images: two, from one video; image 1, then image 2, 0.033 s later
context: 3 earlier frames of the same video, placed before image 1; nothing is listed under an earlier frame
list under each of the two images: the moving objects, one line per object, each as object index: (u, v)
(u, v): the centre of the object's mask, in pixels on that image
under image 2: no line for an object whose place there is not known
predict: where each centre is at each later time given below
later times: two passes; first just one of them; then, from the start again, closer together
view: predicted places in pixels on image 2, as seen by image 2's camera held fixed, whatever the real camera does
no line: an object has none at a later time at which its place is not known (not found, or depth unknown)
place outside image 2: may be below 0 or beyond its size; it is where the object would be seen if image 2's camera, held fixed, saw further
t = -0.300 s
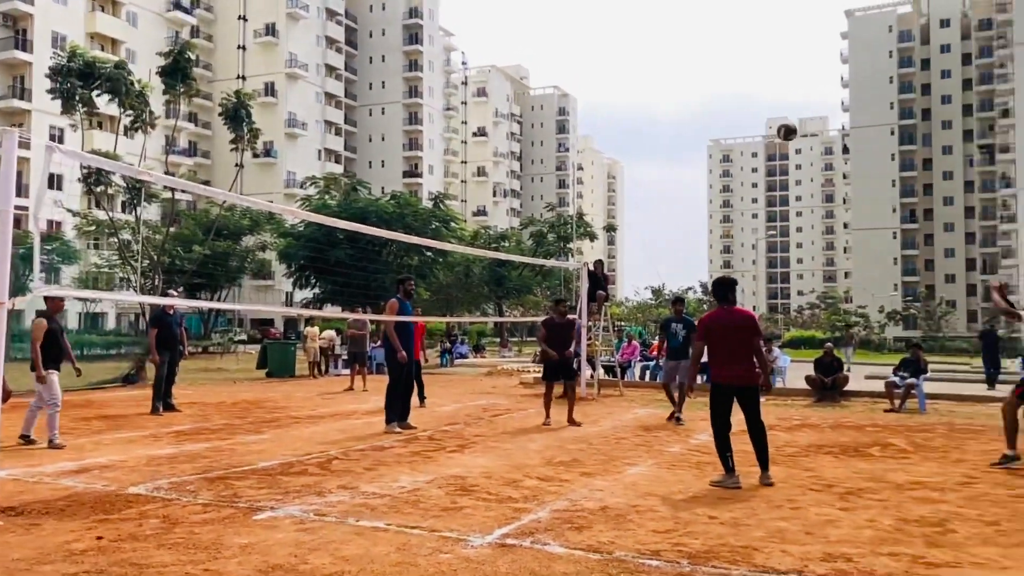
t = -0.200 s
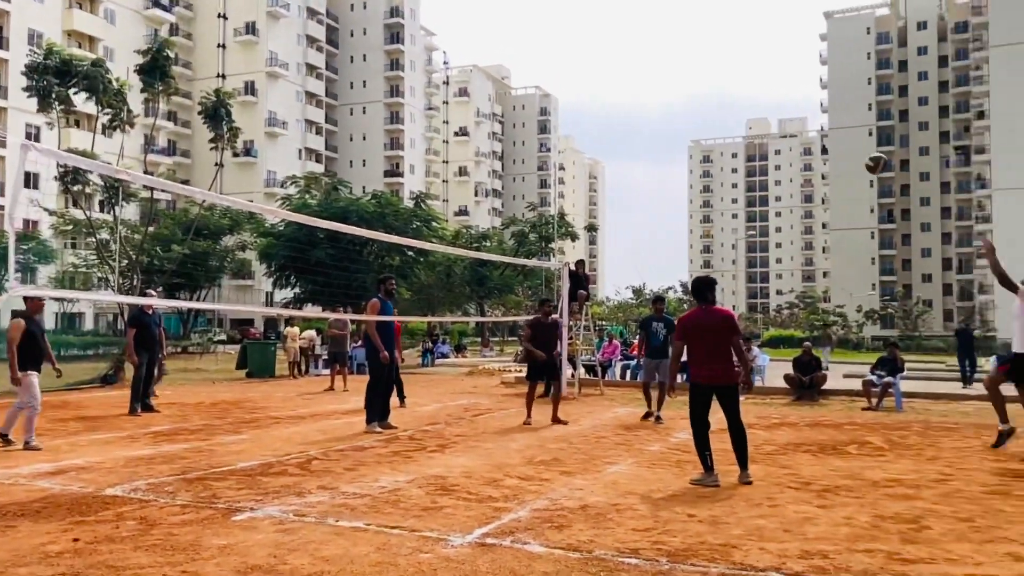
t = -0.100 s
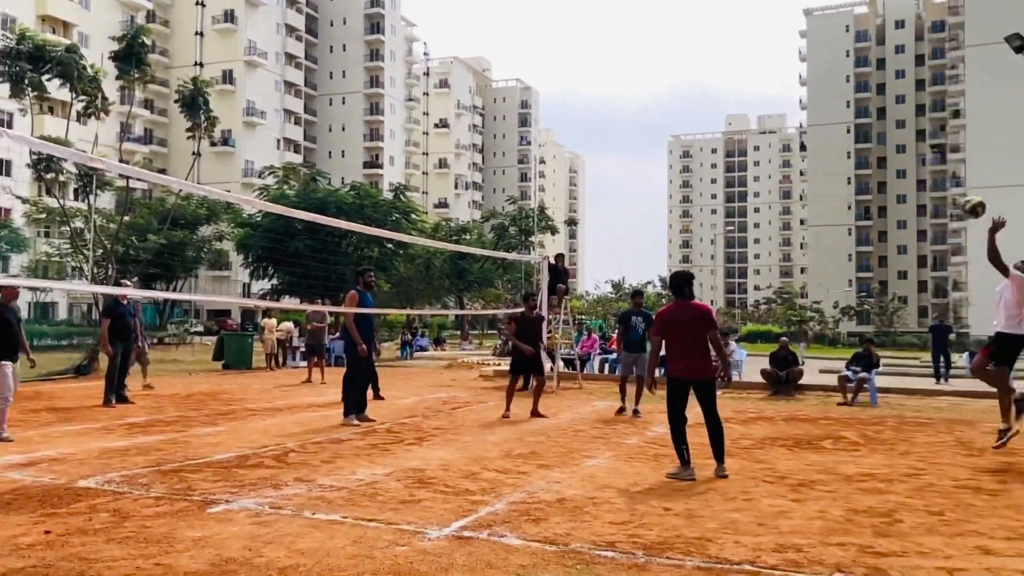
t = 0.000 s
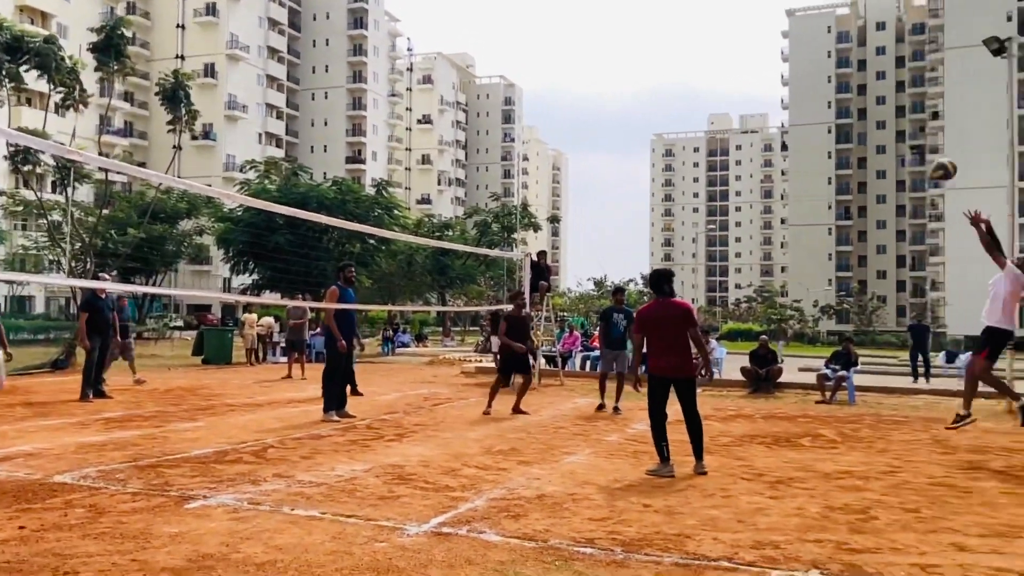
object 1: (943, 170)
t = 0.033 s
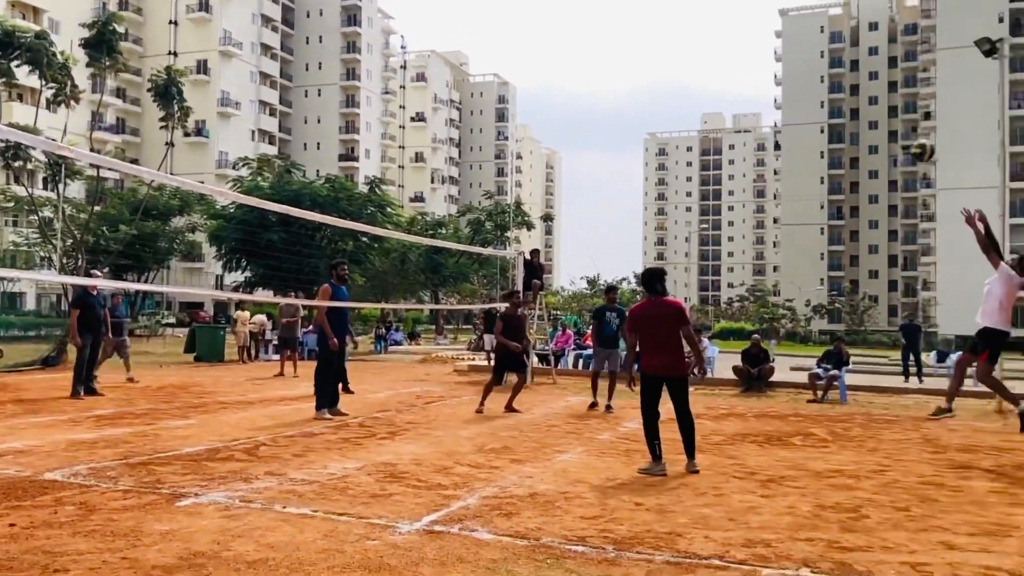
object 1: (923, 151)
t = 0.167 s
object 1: (868, 91)
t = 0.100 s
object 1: (896, 118)
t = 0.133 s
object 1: (881, 104)
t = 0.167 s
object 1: (868, 91)
